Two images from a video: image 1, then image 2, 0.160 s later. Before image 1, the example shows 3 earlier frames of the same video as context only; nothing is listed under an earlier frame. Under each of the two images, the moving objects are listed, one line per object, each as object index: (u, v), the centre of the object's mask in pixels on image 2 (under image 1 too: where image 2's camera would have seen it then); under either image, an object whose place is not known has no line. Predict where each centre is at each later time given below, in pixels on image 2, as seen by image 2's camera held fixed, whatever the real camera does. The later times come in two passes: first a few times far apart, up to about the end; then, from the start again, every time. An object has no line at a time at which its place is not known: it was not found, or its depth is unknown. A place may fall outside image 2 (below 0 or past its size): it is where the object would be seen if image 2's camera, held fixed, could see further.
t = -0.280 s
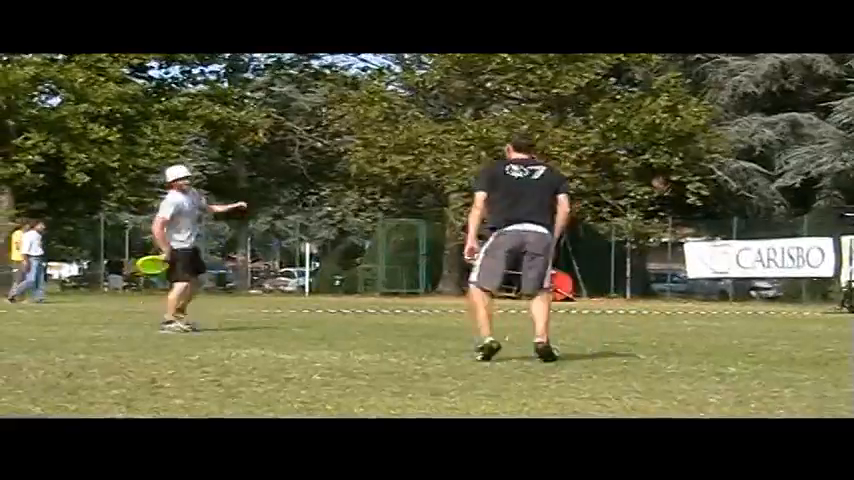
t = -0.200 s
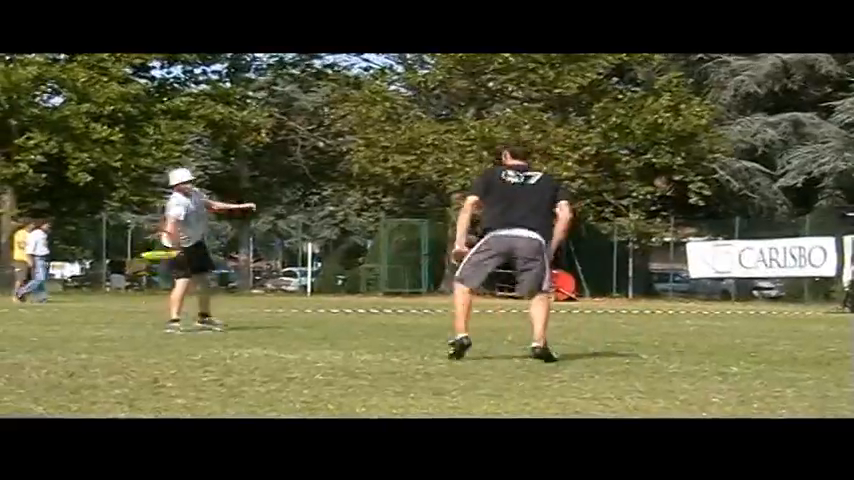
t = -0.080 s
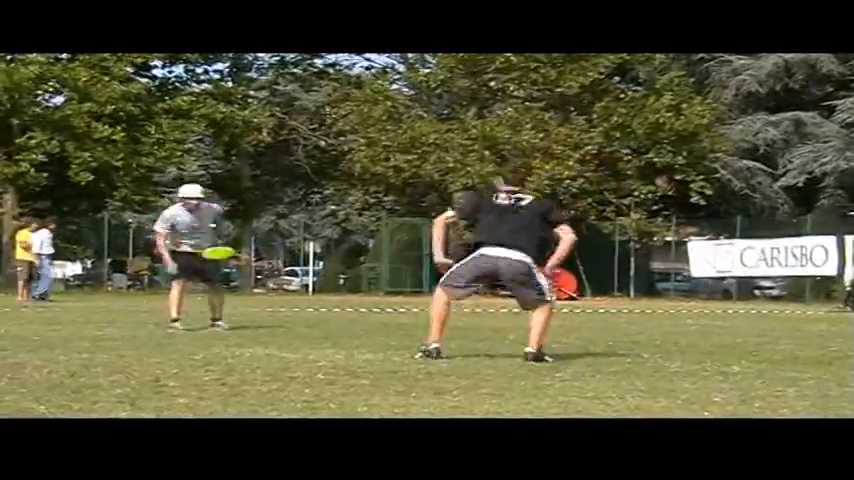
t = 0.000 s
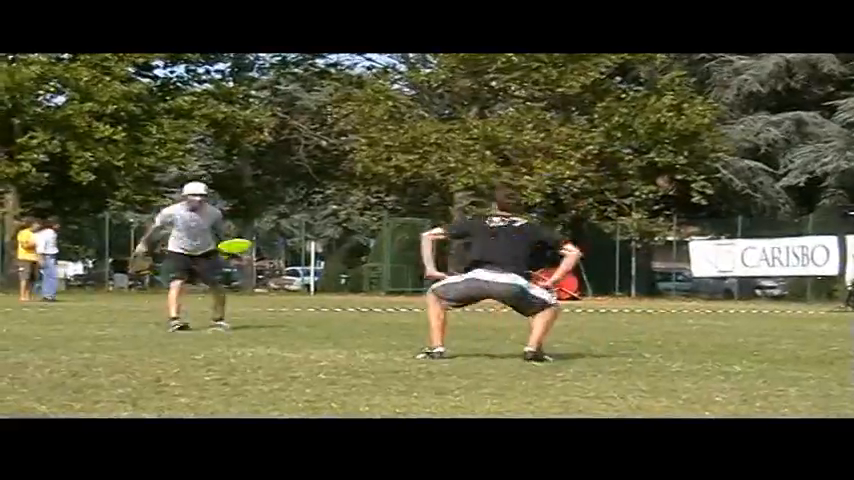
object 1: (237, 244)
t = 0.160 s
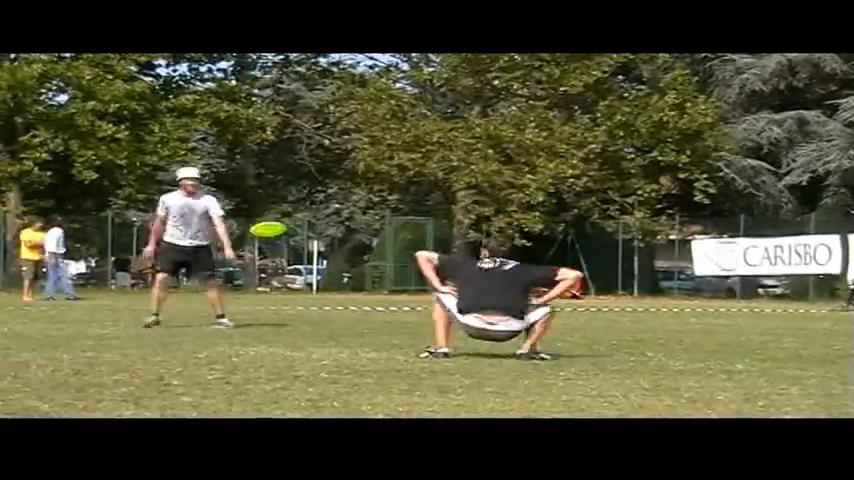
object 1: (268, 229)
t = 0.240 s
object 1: (282, 222)
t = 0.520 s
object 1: (331, 203)
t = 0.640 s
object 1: (353, 201)
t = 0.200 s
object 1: (274, 226)
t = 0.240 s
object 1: (282, 222)
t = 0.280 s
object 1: (289, 219)
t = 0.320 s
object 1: (296, 215)
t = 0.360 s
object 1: (303, 212)
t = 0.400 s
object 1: (310, 209)
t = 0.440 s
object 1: (317, 207)
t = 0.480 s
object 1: (325, 205)
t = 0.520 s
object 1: (331, 203)
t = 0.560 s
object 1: (340, 202)
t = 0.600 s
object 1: (346, 201)
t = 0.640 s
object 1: (353, 201)
